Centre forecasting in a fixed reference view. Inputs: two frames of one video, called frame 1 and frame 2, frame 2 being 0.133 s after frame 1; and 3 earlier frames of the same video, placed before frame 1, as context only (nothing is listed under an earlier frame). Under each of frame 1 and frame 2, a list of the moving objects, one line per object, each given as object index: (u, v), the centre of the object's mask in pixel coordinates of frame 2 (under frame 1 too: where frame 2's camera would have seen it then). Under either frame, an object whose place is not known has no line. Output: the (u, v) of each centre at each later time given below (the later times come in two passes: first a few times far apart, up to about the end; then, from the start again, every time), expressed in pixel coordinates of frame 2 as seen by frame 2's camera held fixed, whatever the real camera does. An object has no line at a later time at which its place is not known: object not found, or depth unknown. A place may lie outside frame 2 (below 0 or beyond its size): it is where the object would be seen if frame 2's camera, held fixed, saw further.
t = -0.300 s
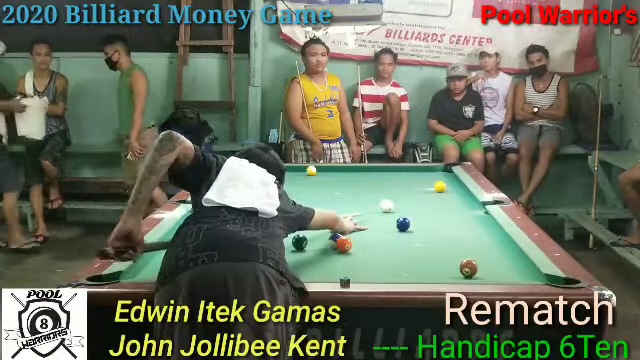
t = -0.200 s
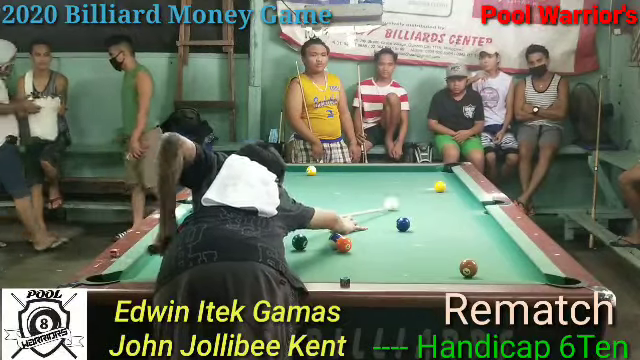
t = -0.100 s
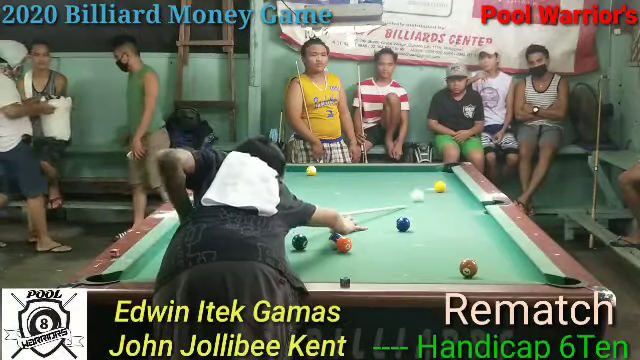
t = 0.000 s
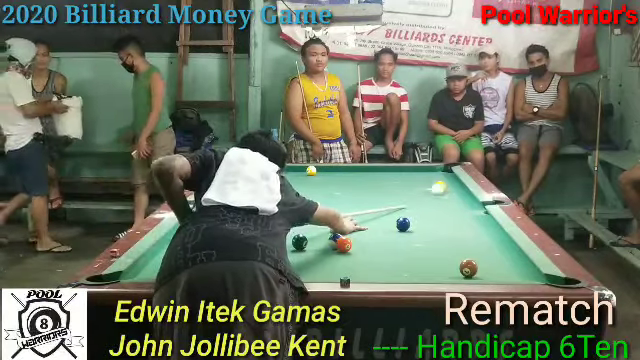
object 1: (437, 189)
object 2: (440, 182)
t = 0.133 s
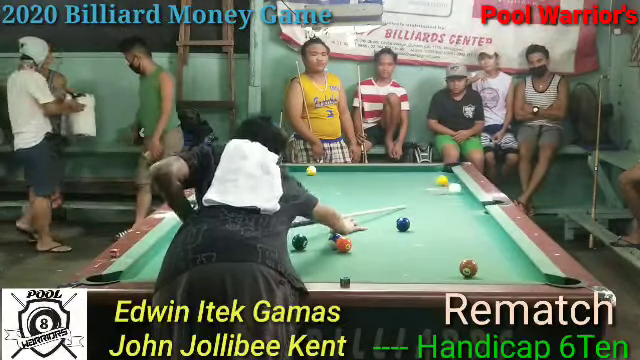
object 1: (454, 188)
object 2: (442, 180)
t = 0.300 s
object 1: (457, 189)
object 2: (444, 174)
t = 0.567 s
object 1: (445, 191)
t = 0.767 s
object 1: (434, 193)
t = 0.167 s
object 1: (458, 188)
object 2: (442, 179)
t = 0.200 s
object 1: (462, 188)
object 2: (442, 178)
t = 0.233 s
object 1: (462, 188)
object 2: (443, 177)
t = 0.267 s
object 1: (459, 189)
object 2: (444, 175)
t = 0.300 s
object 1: (457, 189)
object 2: (444, 174)
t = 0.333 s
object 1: (456, 190)
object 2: (444, 173)
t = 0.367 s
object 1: (454, 190)
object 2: (445, 173)
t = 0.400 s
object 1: (453, 190)
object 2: (445, 171)
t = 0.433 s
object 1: (451, 190)
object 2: (445, 170)
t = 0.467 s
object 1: (449, 190)
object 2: (446, 169)
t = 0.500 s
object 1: (448, 190)
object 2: (446, 168)
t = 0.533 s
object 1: (446, 191)
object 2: (446, 167)
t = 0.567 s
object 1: (445, 191)
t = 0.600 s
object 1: (442, 192)
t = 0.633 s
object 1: (441, 192)
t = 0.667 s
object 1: (439, 192)
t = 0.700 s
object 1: (438, 192)
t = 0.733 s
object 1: (438, 192)
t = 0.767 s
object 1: (434, 193)
